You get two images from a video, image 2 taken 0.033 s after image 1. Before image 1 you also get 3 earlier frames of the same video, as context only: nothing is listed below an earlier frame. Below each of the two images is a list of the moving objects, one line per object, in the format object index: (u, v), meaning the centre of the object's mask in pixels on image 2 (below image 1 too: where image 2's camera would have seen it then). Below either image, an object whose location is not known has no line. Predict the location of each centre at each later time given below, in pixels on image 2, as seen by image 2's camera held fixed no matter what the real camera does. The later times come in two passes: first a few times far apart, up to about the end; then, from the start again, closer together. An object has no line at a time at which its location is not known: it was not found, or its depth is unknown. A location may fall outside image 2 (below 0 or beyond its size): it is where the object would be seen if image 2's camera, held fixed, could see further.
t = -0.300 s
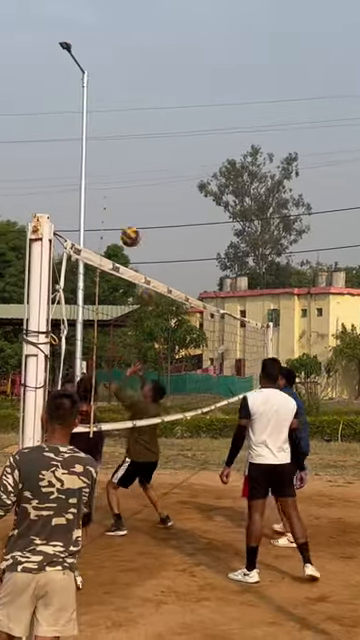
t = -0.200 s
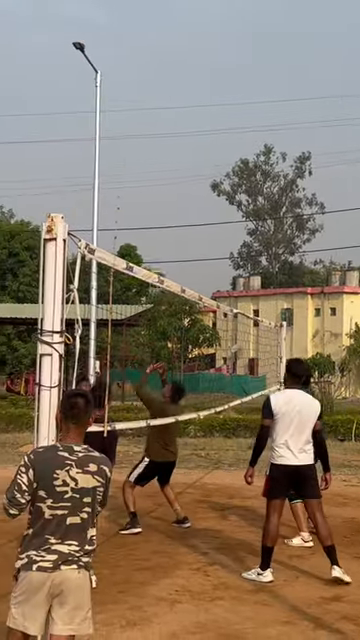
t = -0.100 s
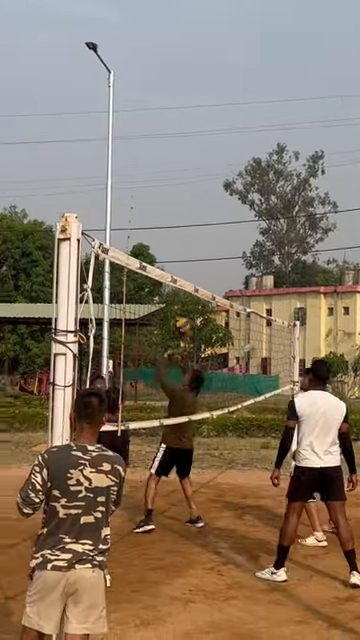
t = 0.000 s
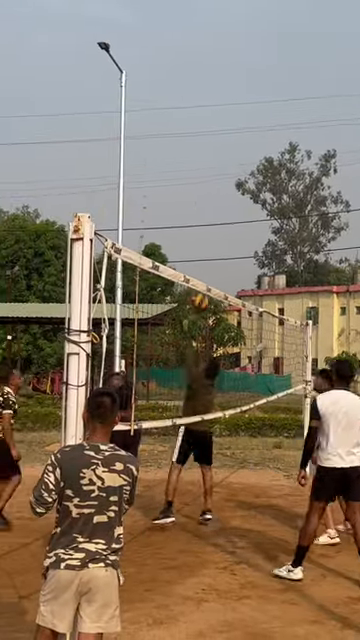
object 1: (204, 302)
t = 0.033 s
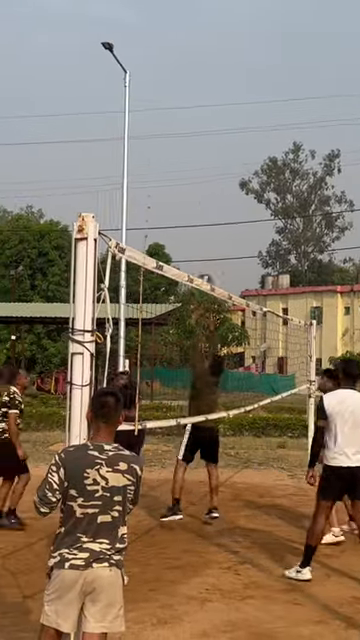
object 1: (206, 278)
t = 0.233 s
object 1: (209, 191)
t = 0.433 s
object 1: (213, 137)
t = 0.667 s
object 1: (216, 120)
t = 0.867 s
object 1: (217, 142)
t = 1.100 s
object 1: (218, 207)
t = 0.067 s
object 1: (205, 265)
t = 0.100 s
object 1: (206, 248)
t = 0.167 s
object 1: (208, 217)
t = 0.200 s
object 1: (209, 203)
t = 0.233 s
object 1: (209, 191)
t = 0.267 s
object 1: (210, 179)
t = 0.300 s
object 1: (210, 169)
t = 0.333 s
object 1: (210, 159)
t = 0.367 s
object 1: (211, 150)
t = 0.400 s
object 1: (212, 143)
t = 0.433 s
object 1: (213, 137)
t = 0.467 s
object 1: (213, 131)
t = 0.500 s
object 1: (214, 127)
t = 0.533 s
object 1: (214, 124)
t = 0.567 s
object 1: (215, 121)
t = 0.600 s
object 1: (215, 120)
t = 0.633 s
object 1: (215, 120)
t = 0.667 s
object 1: (216, 120)
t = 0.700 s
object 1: (217, 121)
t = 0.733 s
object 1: (217, 124)
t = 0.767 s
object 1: (217, 127)
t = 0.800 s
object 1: (217, 131)
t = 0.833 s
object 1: (218, 136)
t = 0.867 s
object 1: (217, 142)
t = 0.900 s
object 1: (218, 148)
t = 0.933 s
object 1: (218, 156)
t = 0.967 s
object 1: (218, 165)
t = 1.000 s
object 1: (218, 174)
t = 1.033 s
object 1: (218, 185)
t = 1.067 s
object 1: (218, 196)
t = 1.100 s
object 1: (218, 207)
